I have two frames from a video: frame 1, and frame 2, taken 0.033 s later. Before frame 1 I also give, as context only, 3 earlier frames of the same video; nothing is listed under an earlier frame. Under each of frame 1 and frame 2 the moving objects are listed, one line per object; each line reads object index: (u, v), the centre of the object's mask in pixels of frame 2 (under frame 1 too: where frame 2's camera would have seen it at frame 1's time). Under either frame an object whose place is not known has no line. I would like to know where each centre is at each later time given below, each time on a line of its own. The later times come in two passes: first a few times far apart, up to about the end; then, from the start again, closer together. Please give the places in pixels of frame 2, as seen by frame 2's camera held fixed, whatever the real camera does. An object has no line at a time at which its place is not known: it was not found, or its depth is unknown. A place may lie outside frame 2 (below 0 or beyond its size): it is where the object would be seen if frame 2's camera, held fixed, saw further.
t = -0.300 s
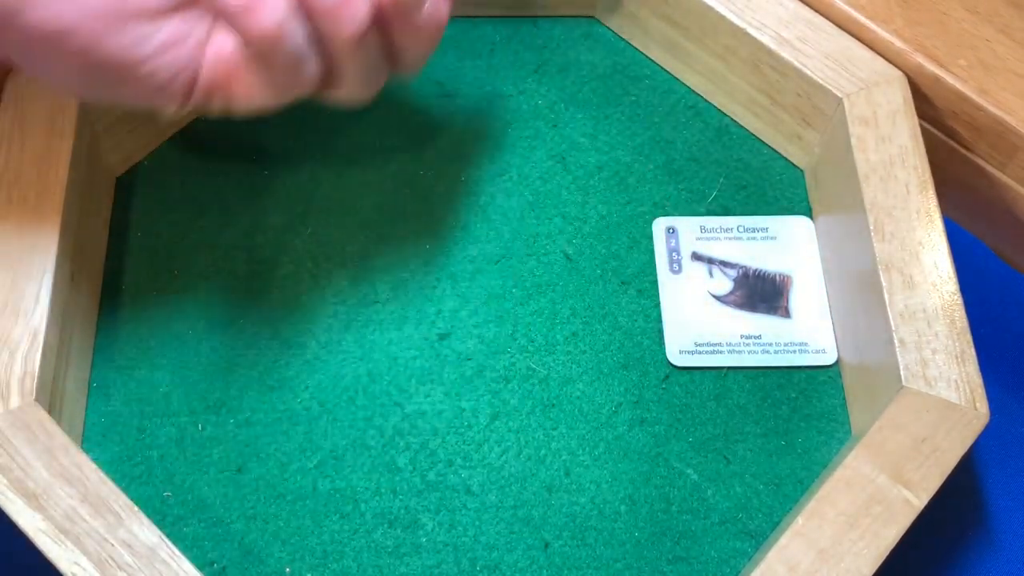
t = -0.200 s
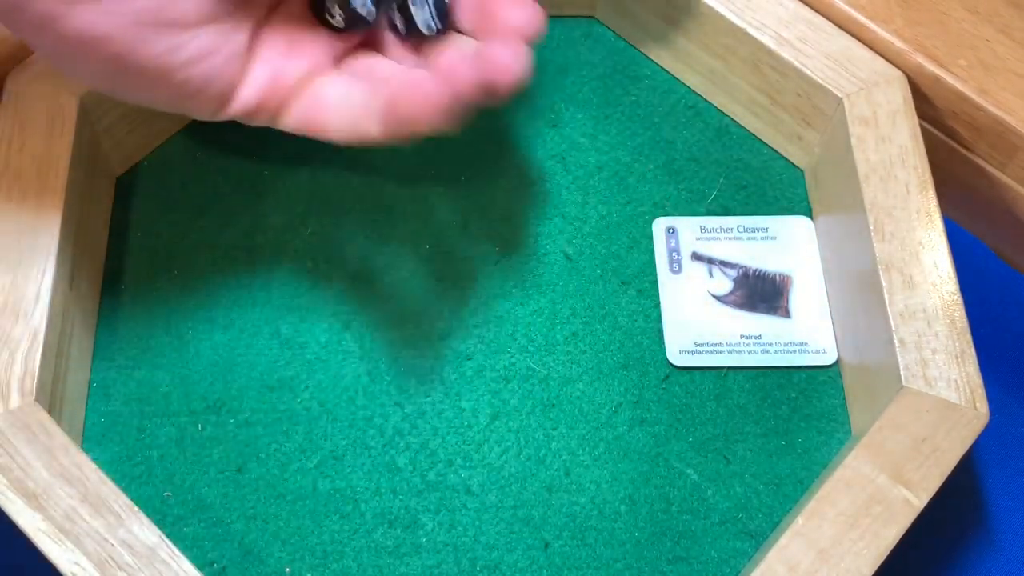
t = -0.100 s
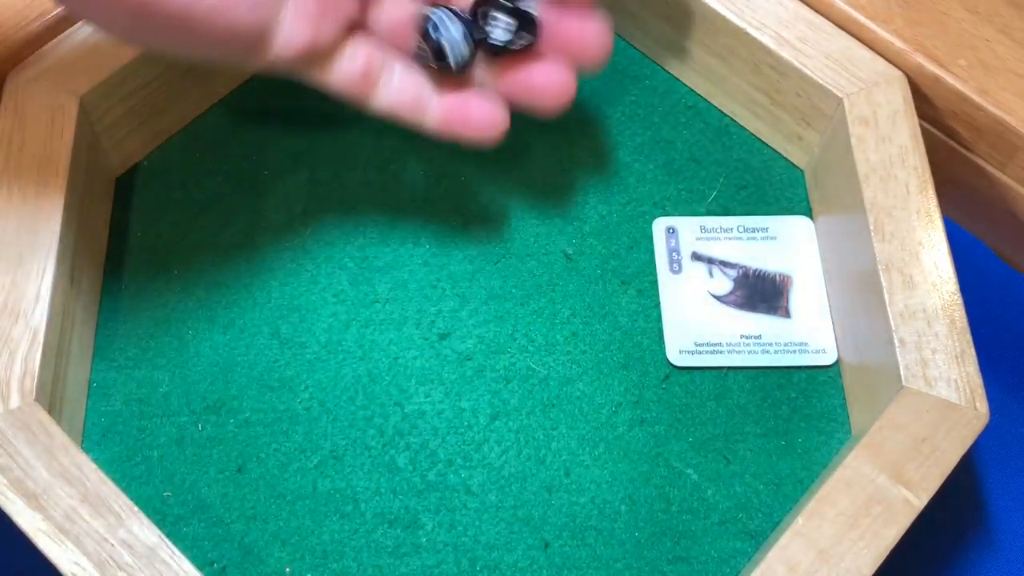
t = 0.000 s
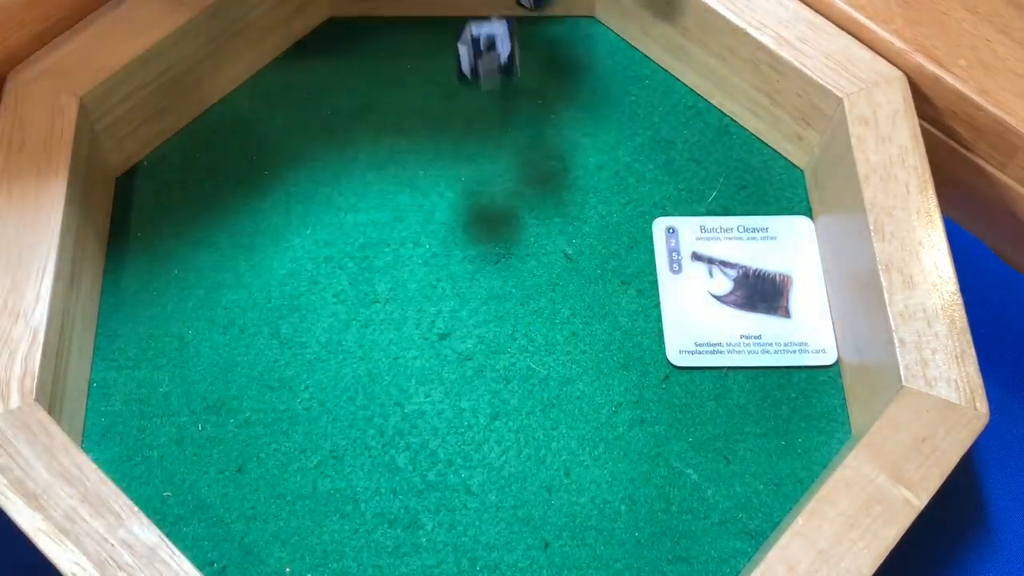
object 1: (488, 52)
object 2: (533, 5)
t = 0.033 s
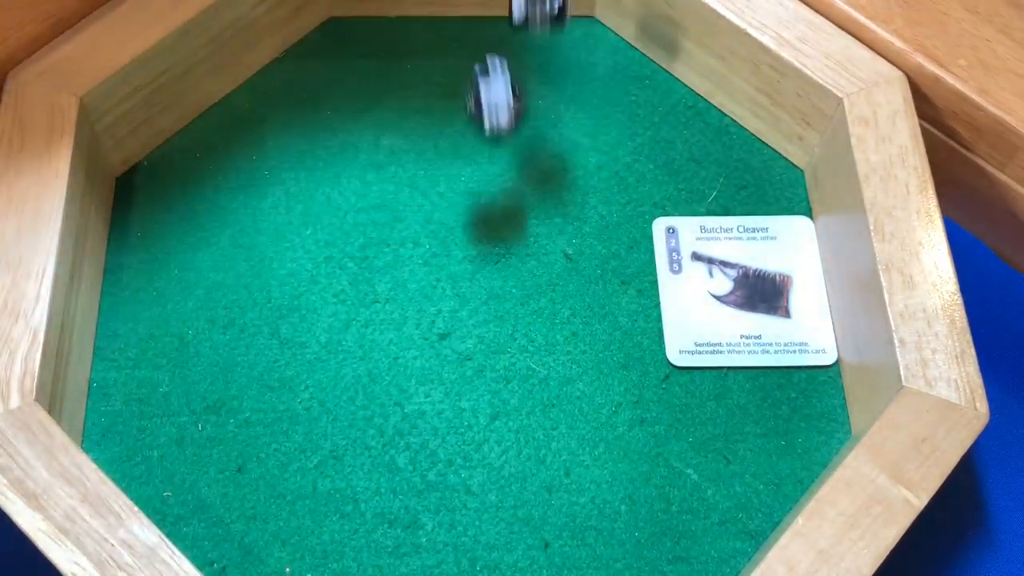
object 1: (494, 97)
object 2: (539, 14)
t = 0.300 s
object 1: (620, 386)
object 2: (606, 114)
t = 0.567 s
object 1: (706, 428)
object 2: (632, 73)
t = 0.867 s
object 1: (706, 433)
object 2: (632, 72)
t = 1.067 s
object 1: (706, 433)
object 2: (632, 72)
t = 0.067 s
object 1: (500, 167)
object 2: (537, 43)
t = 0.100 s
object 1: (518, 201)
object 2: (532, 111)
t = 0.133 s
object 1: (545, 223)
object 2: (539, 142)
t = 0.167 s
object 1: (566, 255)
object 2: (554, 138)
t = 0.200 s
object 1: (580, 288)
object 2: (573, 136)
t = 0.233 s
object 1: (589, 323)
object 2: (586, 129)
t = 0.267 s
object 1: (602, 357)
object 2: (598, 121)
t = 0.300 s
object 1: (620, 386)
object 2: (606, 114)
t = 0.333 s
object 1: (639, 413)
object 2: (613, 105)
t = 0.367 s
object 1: (658, 433)
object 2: (621, 96)
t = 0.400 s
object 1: (678, 442)
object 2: (630, 87)
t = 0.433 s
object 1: (692, 443)
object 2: (636, 81)
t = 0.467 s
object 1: (700, 440)
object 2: (634, 74)
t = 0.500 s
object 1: (705, 435)
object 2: (634, 68)
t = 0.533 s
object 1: (707, 430)
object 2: (633, 71)
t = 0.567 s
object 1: (706, 428)
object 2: (632, 73)
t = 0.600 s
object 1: (706, 431)
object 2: (632, 72)
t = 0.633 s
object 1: (705, 435)
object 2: (632, 71)
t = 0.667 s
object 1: (704, 435)
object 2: (632, 72)
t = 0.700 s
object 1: (706, 433)
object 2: (632, 72)
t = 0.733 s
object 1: (706, 432)
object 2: (632, 71)
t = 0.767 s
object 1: (706, 433)
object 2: (632, 72)
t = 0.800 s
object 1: (706, 433)
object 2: (632, 72)
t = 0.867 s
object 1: (706, 433)
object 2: (632, 72)
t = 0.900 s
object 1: (706, 433)
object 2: (632, 71)
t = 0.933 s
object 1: (706, 433)
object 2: (632, 72)
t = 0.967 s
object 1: (706, 433)
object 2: (632, 72)
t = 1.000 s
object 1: (706, 433)
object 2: (632, 72)
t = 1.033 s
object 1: (706, 433)
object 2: (632, 72)
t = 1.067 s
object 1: (706, 433)
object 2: (632, 72)
